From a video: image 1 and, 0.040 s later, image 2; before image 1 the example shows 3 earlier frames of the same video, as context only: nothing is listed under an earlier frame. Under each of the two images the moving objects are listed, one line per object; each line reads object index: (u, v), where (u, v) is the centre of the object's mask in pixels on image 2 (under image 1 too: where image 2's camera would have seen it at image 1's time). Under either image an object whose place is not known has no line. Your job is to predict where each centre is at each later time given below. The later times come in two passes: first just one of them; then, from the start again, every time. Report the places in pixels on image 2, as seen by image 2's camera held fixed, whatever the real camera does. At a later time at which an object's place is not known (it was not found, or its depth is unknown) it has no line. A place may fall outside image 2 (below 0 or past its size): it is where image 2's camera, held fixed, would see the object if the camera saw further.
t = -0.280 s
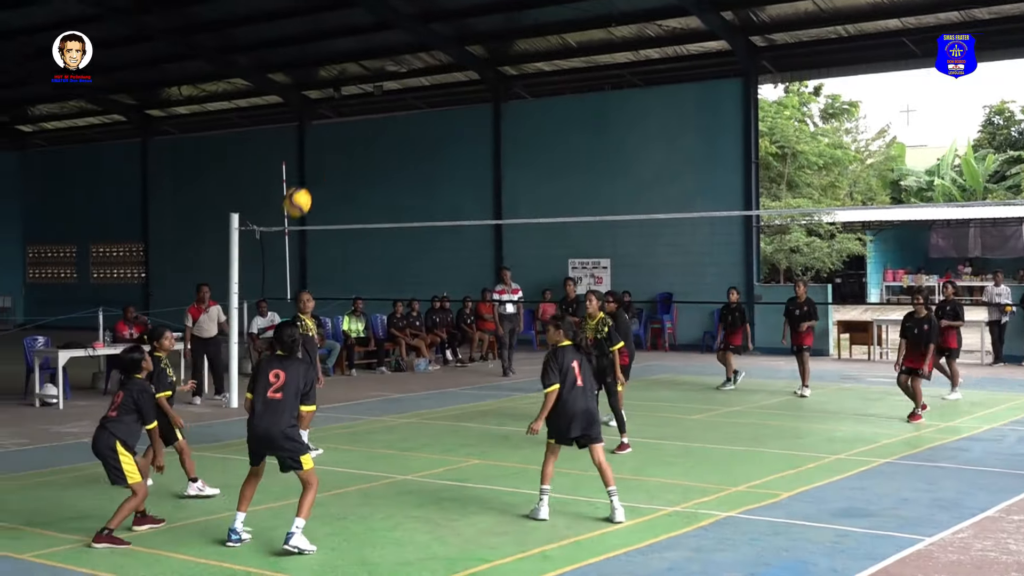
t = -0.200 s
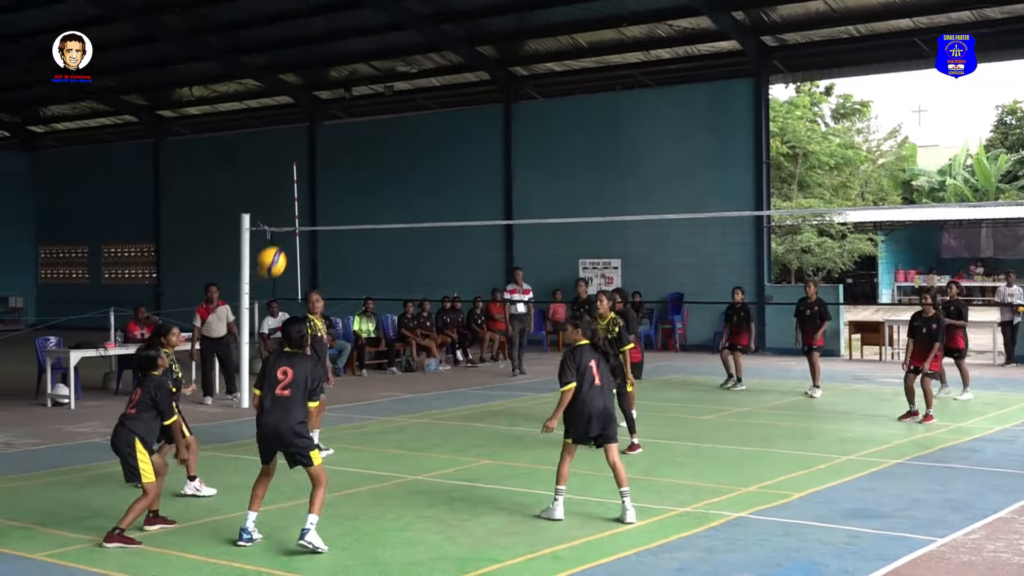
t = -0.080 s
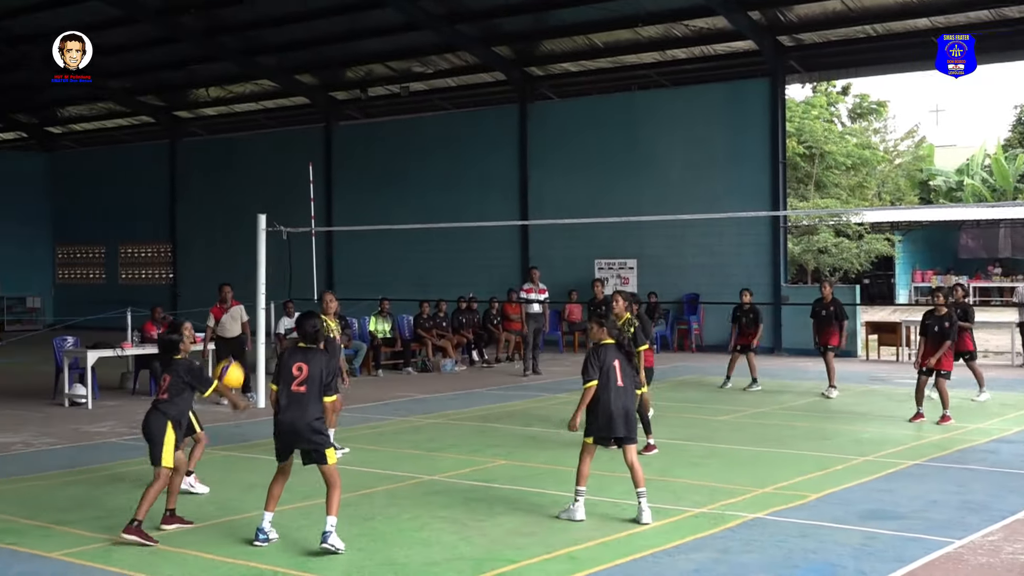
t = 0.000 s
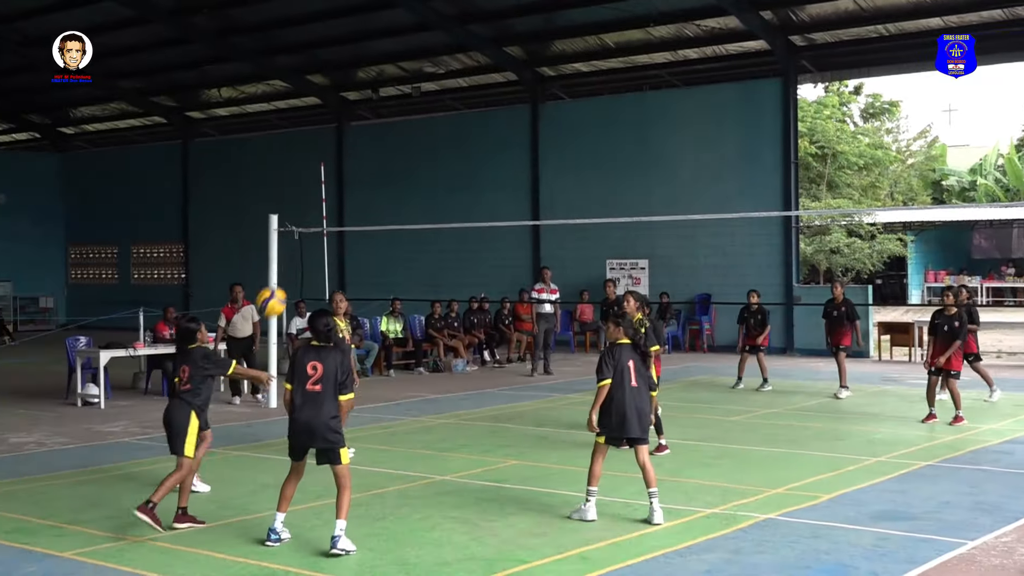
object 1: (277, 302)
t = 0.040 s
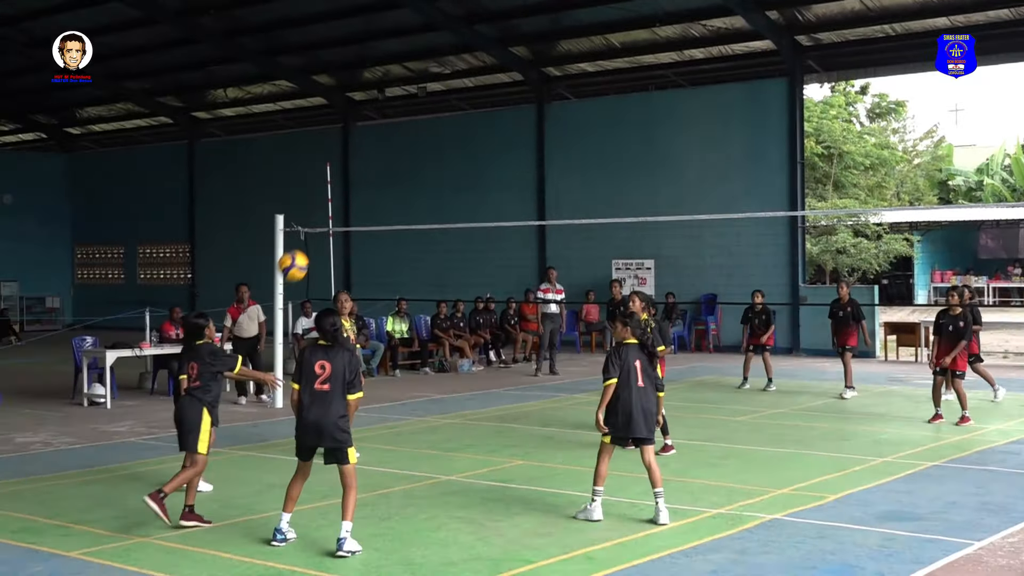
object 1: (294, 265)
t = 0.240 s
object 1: (370, 124)
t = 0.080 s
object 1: (309, 232)
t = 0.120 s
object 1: (324, 201)
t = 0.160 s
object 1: (339, 173)
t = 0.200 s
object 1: (354, 147)
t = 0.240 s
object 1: (370, 124)
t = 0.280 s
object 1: (385, 103)
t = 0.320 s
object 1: (400, 85)
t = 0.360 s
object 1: (416, 69)
